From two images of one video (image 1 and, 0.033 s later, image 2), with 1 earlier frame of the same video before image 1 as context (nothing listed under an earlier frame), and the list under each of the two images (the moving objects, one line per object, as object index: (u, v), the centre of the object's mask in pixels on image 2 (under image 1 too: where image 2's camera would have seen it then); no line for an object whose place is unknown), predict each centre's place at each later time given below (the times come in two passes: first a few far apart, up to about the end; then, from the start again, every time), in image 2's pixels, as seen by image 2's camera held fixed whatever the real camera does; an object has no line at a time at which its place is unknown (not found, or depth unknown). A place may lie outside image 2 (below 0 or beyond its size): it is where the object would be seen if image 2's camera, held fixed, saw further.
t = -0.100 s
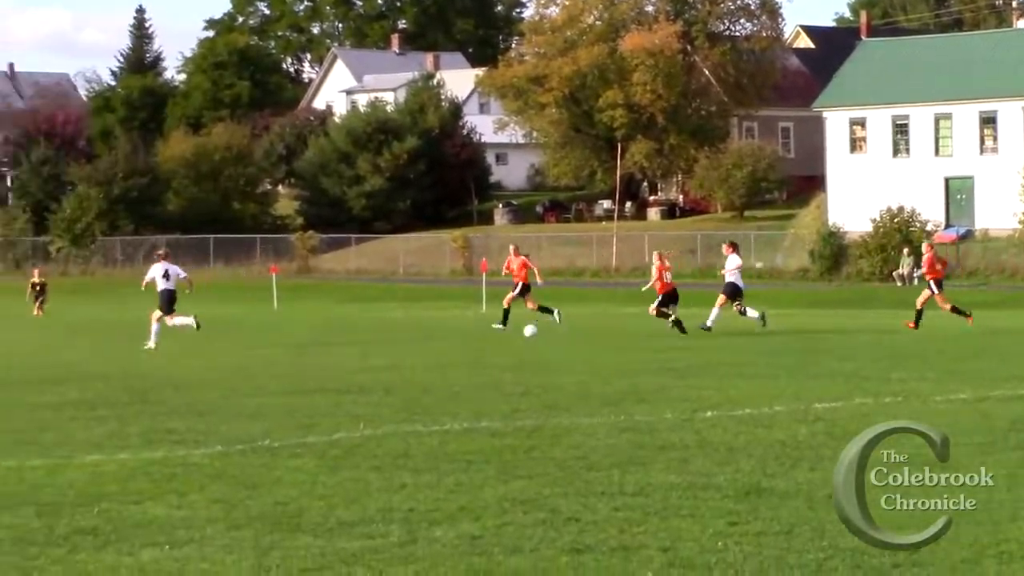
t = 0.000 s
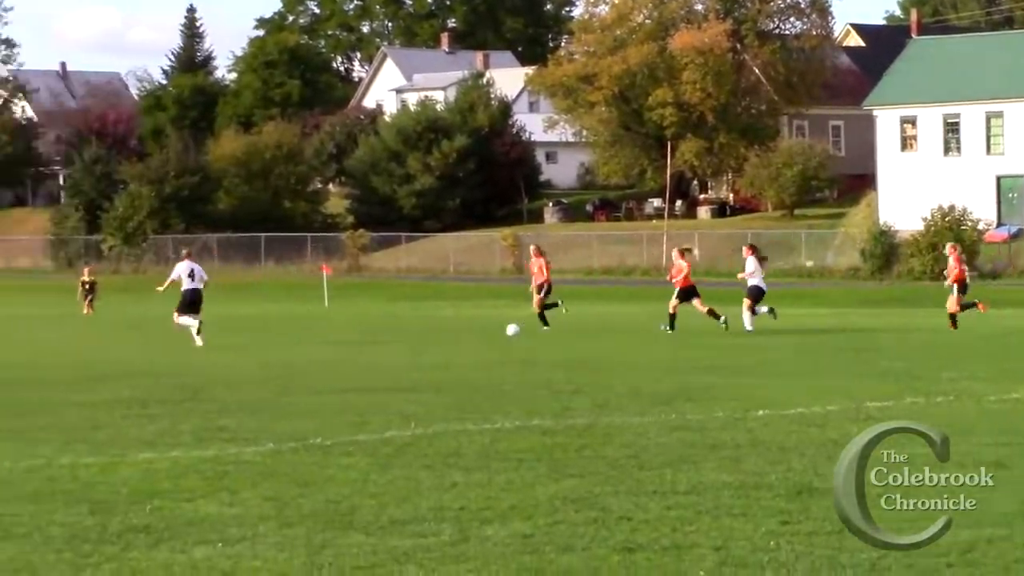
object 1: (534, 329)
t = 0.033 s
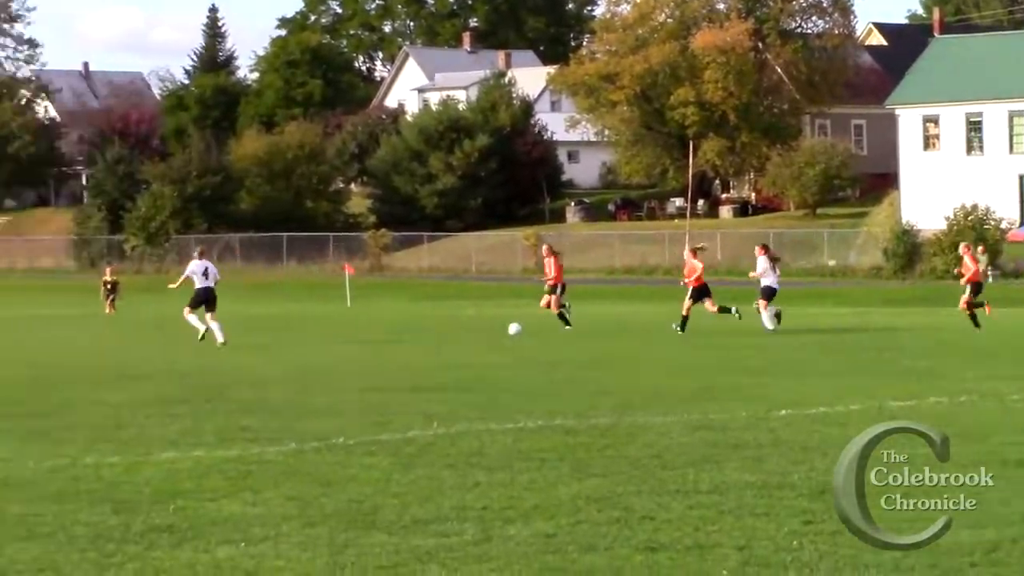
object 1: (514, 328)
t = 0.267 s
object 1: (385, 331)
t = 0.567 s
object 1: (248, 333)
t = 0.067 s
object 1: (495, 328)
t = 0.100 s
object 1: (475, 329)
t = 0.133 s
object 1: (456, 330)
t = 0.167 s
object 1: (437, 331)
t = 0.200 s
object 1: (418, 332)
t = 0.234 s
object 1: (401, 332)
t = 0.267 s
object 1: (385, 331)
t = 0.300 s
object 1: (369, 330)
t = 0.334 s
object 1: (354, 330)
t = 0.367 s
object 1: (338, 330)
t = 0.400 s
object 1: (322, 332)
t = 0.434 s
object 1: (307, 334)
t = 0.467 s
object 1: (292, 334)
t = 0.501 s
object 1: (277, 333)
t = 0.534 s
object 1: (262, 333)
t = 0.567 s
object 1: (248, 333)
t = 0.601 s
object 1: (233, 334)
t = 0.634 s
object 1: (218, 335)
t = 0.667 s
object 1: (203, 336)
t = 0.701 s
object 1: (189, 335)
